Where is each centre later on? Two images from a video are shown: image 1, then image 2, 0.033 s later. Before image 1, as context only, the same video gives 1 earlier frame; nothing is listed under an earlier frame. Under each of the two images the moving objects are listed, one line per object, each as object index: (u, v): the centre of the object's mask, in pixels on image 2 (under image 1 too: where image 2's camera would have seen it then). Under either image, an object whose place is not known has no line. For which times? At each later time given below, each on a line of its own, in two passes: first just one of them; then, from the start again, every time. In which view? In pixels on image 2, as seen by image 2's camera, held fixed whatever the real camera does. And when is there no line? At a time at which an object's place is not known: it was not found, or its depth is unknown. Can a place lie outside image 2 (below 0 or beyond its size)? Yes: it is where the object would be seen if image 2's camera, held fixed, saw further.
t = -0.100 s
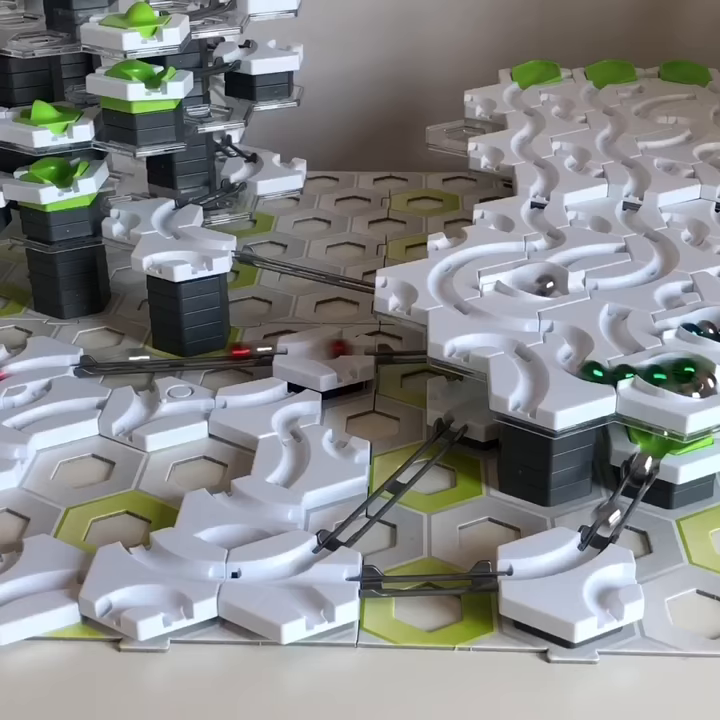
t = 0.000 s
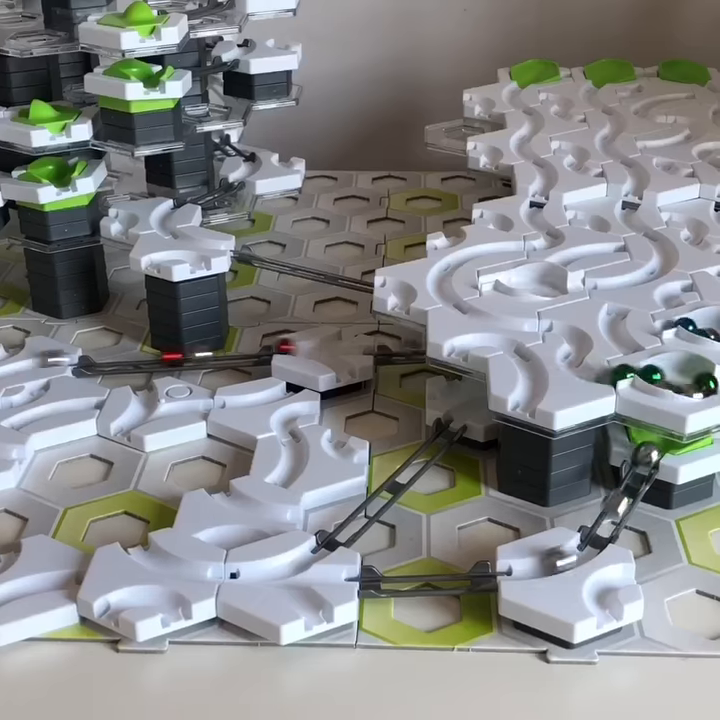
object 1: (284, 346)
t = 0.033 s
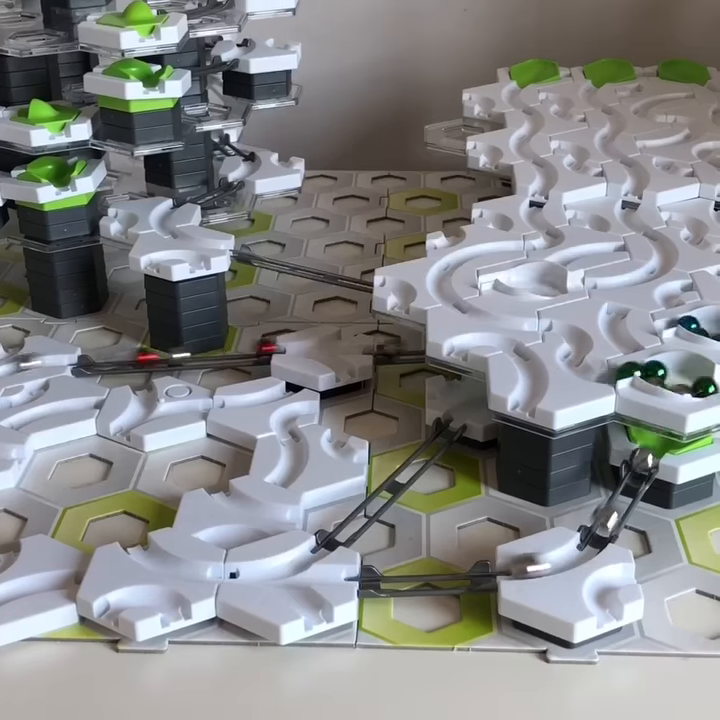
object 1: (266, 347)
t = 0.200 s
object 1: (168, 357)
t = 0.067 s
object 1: (249, 349)
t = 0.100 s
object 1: (232, 351)
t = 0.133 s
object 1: (211, 354)
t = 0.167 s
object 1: (189, 355)
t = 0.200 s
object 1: (168, 357)
